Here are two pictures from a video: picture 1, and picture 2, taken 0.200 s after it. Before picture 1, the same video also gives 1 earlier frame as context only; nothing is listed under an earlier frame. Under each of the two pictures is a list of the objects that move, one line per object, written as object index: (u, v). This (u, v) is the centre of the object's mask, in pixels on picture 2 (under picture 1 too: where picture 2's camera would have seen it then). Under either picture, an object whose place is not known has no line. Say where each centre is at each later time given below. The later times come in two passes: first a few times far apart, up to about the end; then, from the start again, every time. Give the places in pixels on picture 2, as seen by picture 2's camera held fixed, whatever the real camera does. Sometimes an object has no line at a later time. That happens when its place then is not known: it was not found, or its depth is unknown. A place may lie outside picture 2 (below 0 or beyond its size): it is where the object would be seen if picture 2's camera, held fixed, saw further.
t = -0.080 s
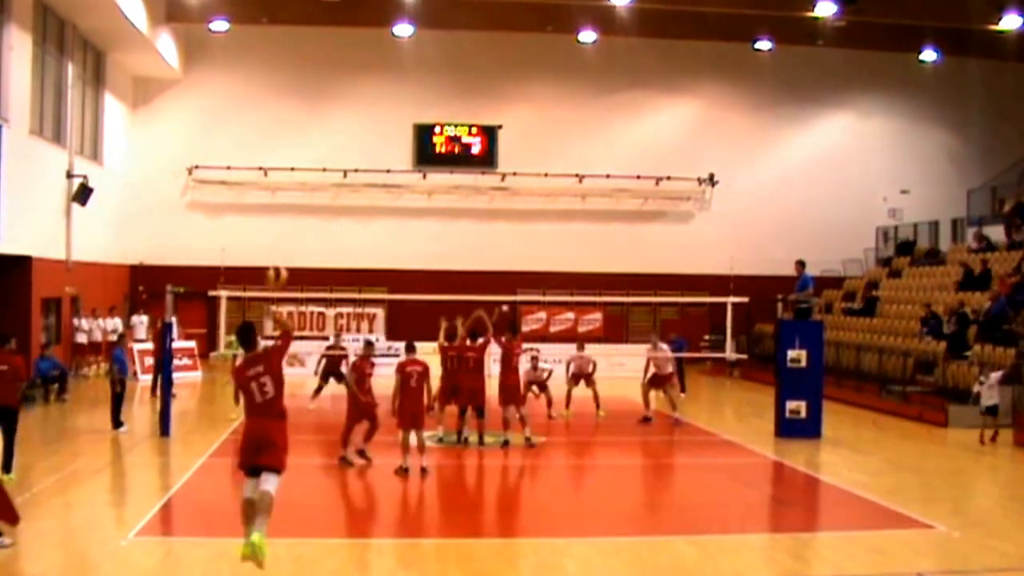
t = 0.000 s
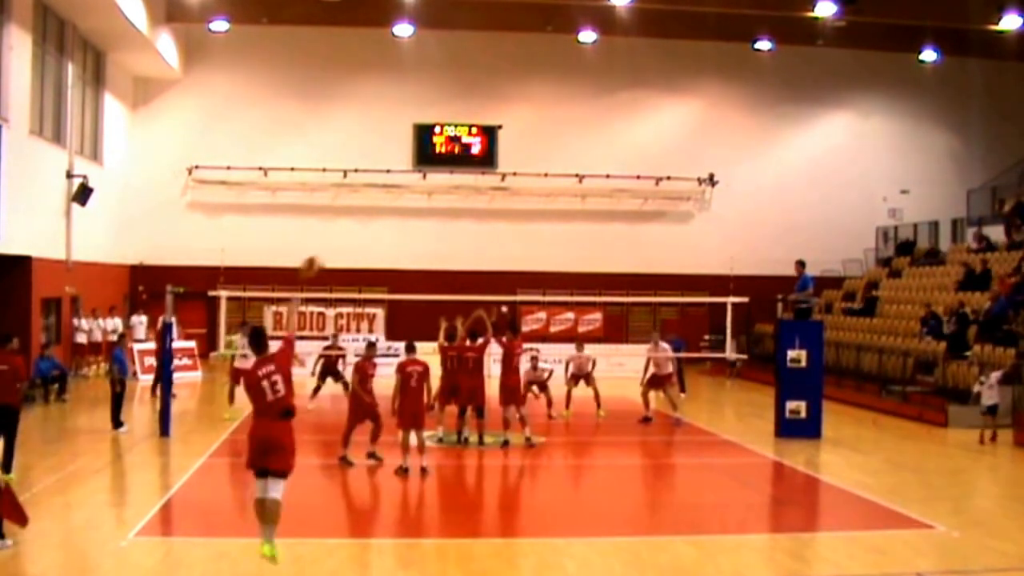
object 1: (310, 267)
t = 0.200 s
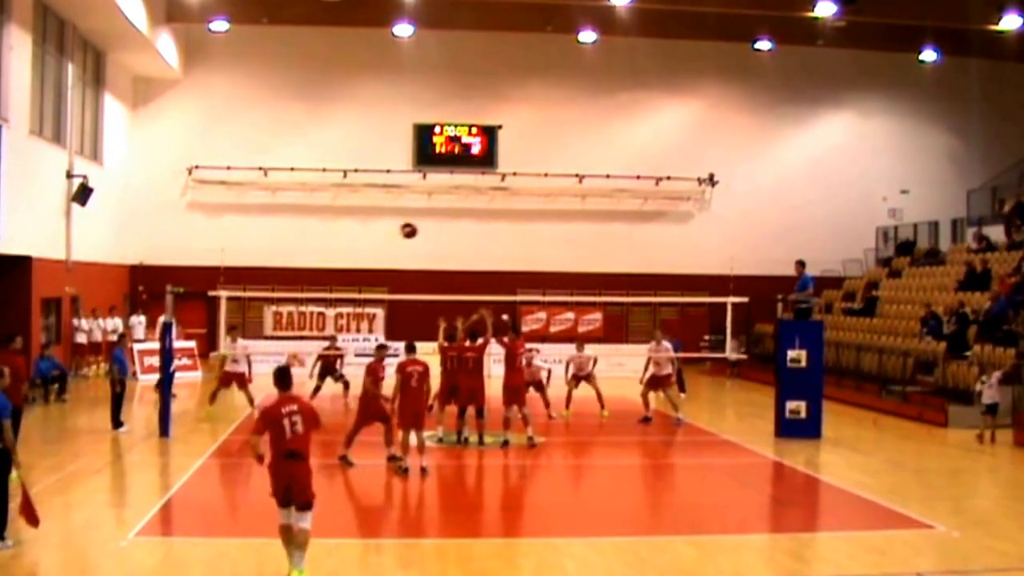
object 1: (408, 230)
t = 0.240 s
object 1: (423, 229)
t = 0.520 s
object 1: (502, 251)
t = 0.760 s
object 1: (546, 292)
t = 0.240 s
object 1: (423, 229)
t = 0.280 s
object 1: (437, 229)
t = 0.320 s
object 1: (449, 231)
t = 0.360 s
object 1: (460, 233)
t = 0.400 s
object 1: (472, 236)
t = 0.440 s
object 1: (482, 239)
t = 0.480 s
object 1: (493, 245)
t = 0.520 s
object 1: (502, 251)
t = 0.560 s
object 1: (510, 257)
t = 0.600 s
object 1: (518, 265)
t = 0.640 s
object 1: (528, 271)
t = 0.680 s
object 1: (534, 279)
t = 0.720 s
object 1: (541, 285)
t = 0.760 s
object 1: (546, 292)
